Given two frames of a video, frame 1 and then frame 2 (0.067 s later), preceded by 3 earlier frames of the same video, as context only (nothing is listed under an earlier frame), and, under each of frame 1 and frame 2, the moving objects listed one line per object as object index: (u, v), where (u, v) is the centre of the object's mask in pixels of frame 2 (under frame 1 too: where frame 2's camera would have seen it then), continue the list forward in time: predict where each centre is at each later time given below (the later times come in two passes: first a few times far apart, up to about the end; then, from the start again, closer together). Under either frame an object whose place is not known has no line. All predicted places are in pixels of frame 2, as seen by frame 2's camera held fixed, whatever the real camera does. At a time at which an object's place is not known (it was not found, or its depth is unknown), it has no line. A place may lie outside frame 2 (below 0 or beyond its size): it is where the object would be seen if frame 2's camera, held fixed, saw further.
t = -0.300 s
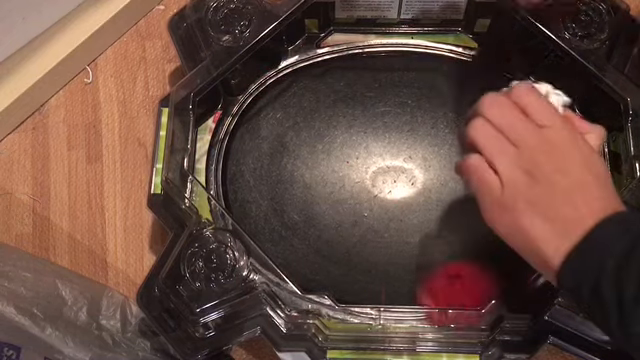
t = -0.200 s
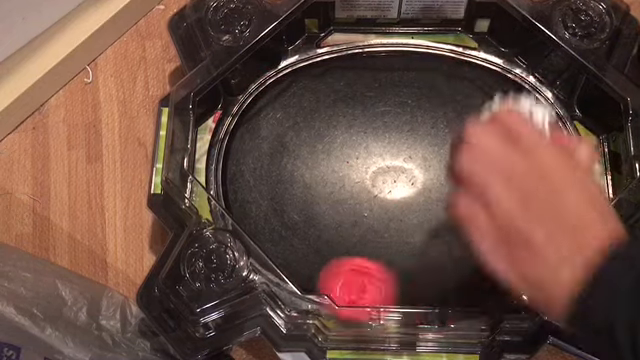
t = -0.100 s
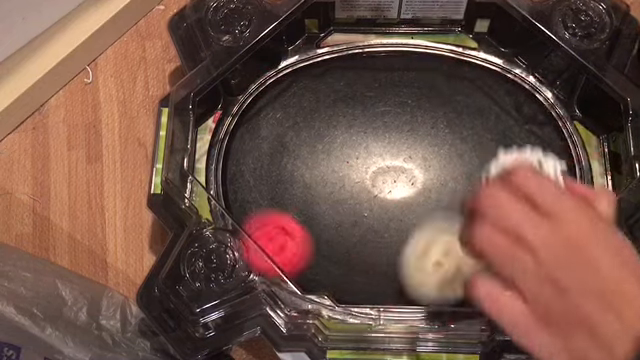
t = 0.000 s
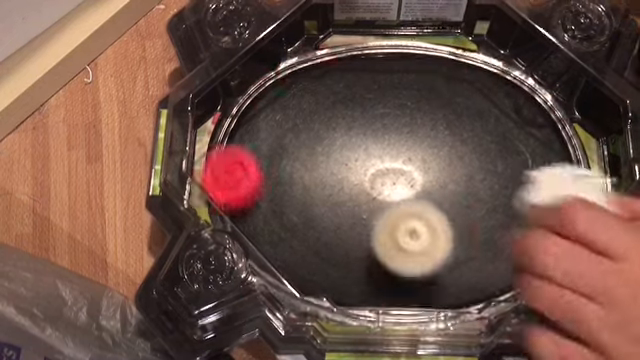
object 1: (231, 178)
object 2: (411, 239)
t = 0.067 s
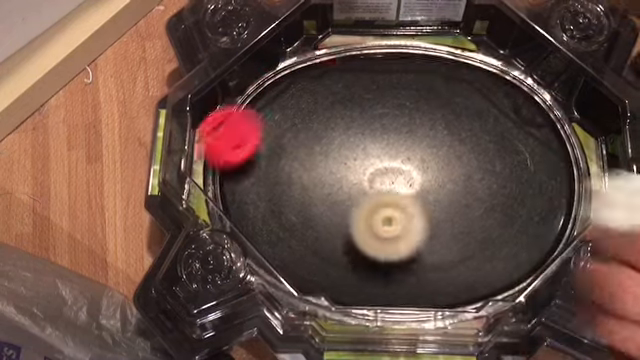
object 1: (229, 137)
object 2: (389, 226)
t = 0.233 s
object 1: (326, 62)
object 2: (365, 186)
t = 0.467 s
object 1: (495, 95)
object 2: (336, 180)
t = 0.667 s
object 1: (531, 232)
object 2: (325, 195)
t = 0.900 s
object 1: (354, 292)
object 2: (343, 203)
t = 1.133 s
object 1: (226, 171)
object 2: (363, 178)
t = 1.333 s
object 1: (300, 67)
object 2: (351, 158)
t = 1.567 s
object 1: (466, 90)
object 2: (339, 152)
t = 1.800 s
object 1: (511, 241)
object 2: (348, 161)
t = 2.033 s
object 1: (344, 290)
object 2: (372, 159)
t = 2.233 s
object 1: (243, 192)
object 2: (381, 154)
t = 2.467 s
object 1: (317, 76)
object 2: (391, 155)
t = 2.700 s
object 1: (478, 97)
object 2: (402, 159)
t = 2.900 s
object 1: (531, 215)
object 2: (411, 163)
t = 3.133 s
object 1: (401, 289)
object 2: (419, 170)
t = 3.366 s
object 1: (275, 202)
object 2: (423, 179)
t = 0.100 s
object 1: (248, 119)
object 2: (379, 222)
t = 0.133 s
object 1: (266, 102)
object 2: (375, 208)
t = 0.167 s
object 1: (286, 88)
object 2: (370, 198)
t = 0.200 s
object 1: (305, 73)
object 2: (366, 189)
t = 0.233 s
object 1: (326, 62)
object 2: (365, 186)
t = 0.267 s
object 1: (348, 54)
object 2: (363, 180)
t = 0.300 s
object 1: (372, 53)
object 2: (360, 177)
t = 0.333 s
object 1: (397, 54)
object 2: (357, 176)
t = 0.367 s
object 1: (424, 60)
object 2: (351, 176)
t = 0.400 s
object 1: (449, 67)
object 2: (346, 176)
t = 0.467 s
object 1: (495, 95)
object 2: (336, 180)
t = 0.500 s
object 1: (514, 112)
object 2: (332, 182)
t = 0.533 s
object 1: (529, 133)
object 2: (328, 186)
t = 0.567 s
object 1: (538, 156)
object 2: (326, 189)
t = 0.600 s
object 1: (542, 182)
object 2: (325, 191)
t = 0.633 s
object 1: (540, 207)
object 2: (325, 193)
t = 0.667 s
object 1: (531, 232)
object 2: (325, 195)
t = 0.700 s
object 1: (516, 253)
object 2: (325, 197)
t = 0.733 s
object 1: (497, 269)
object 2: (327, 199)
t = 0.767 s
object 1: (472, 281)
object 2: (328, 201)
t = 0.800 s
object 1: (446, 293)
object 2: (331, 203)
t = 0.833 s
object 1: (416, 296)
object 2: (335, 204)
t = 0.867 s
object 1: (385, 296)
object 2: (339, 204)
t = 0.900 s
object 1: (354, 292)
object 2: (343, 203)
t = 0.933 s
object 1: (326, 283)
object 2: (348, 201)
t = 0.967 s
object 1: (299, 272)
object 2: (352, 199)
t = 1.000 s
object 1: (276, 257)
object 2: (355, 196)
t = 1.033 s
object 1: (256, 237)
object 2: (358, 192)
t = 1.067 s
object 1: (240, 217)
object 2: (361, 187)
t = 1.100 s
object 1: (231, 194)
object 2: (362, 183)
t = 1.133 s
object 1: (226, 171)
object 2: (363, 178)
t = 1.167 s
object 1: (226, 146)
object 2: (362, 174)
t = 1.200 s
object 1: (234, 125)
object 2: (361, 171)
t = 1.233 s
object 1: (246, 105)
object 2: (359, 167)
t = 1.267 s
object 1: (263, 90)
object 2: (356, 163)
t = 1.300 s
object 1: (282, 76)
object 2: (354, 160)
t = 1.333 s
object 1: (300, 67)
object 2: (351, 158)
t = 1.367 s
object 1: (322, 61)
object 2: (349, 156)
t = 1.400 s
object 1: (345, 58)
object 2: (348, 155)
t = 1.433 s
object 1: (369, 57)
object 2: (345, 154)
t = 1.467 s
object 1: (394, 61)
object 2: (343, 153)
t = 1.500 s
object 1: (420, 68)
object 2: (341, 153)
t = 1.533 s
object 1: (444, 77)
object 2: (340, 152)
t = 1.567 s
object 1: (466, 90)
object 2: (339, 152)
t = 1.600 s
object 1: (487, 106)
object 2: (338, 153)
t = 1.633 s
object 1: (503, 125)
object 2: (338, 153)
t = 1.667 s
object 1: (515, 147)
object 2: (338, 154)
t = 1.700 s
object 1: (523, 171)
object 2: (339, 156)
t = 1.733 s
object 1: (525, 195)
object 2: (341, 158)
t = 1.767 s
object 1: (521, 219)
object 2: (344, 160)
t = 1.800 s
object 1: (511, 241)
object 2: (348, 161)
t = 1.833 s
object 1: (497, 261)
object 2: (351, 162)
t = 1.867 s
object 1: (477, 275)
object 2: (355, 162)
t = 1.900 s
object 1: (454, 284)
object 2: (360, 162)
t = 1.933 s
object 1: (429, 288)
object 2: (364, 161)
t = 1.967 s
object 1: (400, 295)
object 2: (367, 161)
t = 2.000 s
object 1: (372, 295)
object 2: (369, 160)
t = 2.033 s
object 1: (344, 290)
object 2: (372, 159)
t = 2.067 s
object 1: (320, 281)
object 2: (373, 158)
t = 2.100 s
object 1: (295, 269)
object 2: (375, 157)
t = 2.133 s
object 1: (275, 254)
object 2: (377, 156)
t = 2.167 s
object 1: (259, 235)
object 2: (378, 156)
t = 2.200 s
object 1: (248, 214)
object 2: (379, 155)
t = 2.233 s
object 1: (243, 192)
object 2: (381, 154)
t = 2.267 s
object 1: (241, 171)
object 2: (382, 154)
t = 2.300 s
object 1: (244, 150)
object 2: (383, 154)
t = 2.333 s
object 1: (253, 131)
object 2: (384, 154)
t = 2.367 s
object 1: (264, 113)
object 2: (386, 154)
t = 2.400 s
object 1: (279, 97)
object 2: (388, 154)
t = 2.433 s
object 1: (297, 84)
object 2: (389, 154)
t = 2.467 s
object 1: (317, 76)
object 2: (391, 155)
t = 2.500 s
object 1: (339, 70)
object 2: (392, 155)
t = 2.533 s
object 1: (363, 67)
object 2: (394, 156)
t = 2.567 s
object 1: (387, 67)
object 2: (395, 156)
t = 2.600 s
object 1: (412, 70)
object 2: (397, 157)
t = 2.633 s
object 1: (436, 77)
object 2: (399, 157)
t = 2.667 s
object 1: (457, 85)
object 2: (401, 158)
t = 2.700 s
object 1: (478, 97)
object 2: (402, 159)
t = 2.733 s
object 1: (497, 112)
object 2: (404, 159)
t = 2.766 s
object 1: (512, 130)
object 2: (405, 160)
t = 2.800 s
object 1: (523, 149)
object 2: (407, 160)
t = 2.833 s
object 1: (531, 171)
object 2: (409, 161)
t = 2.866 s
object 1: (534, 194)
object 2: (410, 162)
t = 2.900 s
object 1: (531, 215)
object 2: (411, 163)
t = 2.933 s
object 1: (524, 235)
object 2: (413, 163)
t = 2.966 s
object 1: (511, 253)
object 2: (413, 164)
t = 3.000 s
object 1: (495, 267)
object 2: (415, 166)
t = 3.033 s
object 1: (474, 277)
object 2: (415, 167)
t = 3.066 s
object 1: (452, 284)
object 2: (417, 167)
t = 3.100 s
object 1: (427, 289)
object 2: (418, 169)
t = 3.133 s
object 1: (401, 289)
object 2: (419, 170)
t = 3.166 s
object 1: (376, 283)
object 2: (419, 171)
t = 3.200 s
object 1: (352, 277)
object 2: (420, 172)
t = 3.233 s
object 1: (330, 268)
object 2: (420, 174)
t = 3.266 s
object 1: (311, 255)
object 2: (421, 175)
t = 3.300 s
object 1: (295, 239)
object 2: (422, 176)
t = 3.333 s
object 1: (282, 222)
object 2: (423, 178)
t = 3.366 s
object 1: (275, 202)
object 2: (423, 179)
